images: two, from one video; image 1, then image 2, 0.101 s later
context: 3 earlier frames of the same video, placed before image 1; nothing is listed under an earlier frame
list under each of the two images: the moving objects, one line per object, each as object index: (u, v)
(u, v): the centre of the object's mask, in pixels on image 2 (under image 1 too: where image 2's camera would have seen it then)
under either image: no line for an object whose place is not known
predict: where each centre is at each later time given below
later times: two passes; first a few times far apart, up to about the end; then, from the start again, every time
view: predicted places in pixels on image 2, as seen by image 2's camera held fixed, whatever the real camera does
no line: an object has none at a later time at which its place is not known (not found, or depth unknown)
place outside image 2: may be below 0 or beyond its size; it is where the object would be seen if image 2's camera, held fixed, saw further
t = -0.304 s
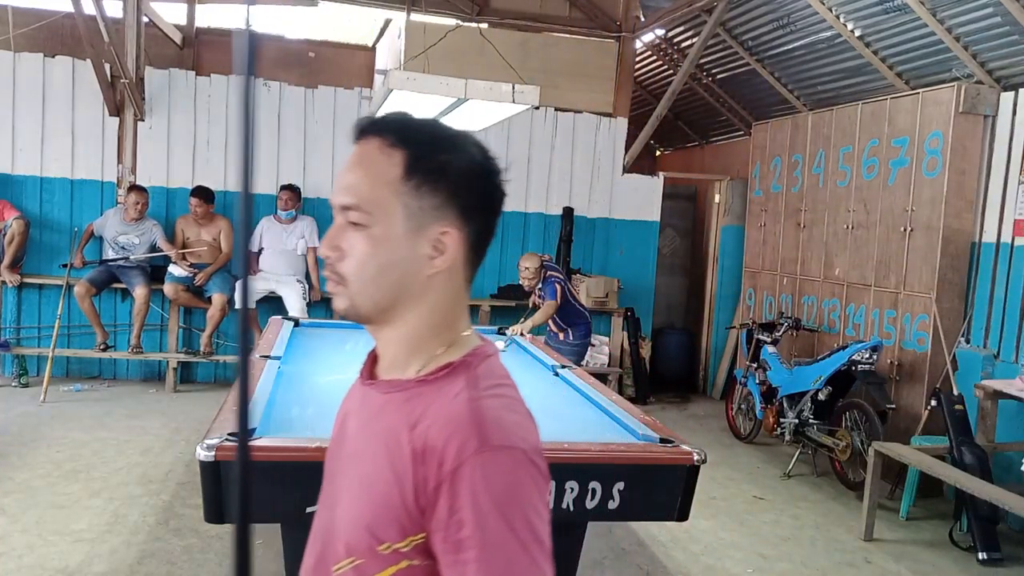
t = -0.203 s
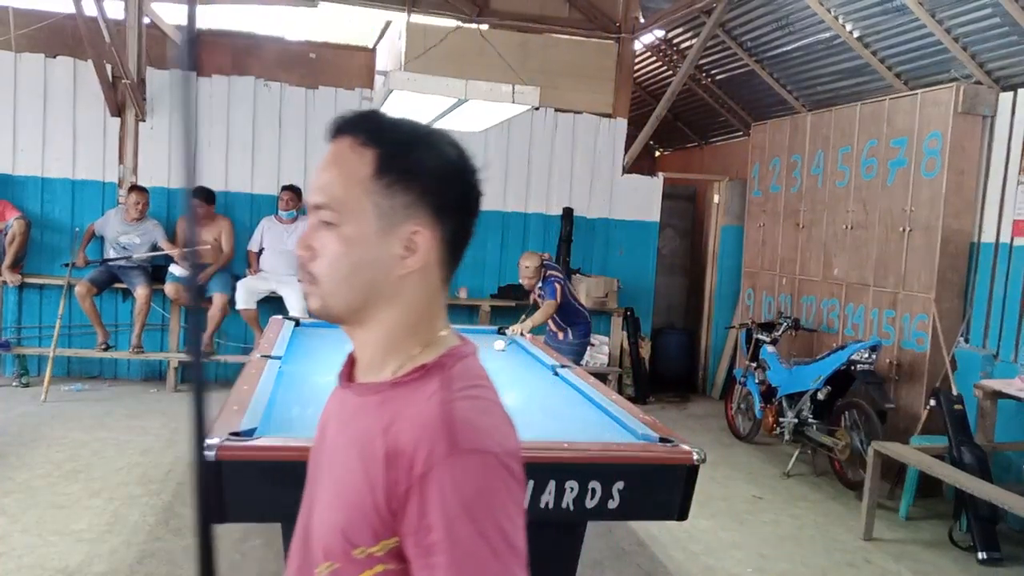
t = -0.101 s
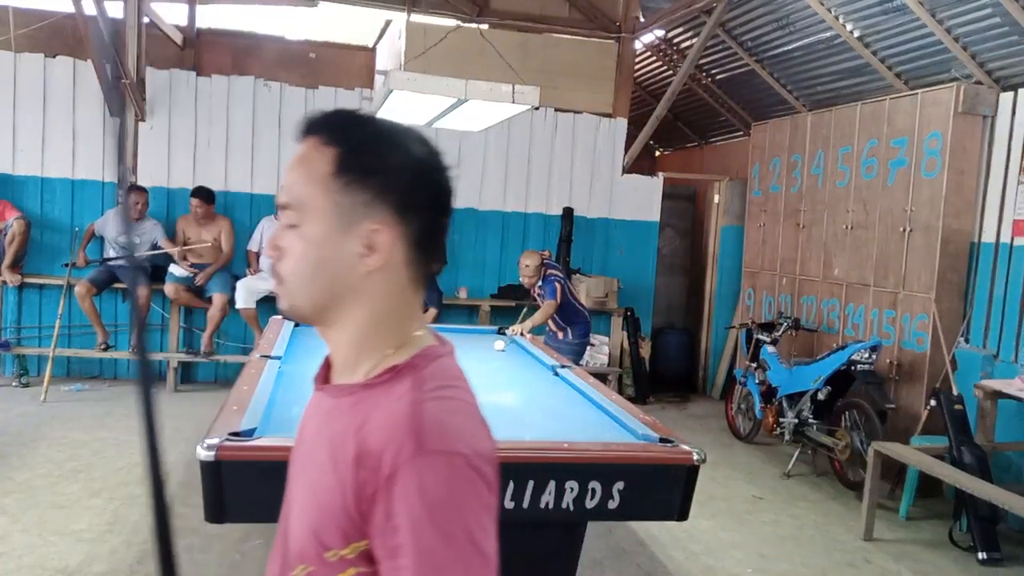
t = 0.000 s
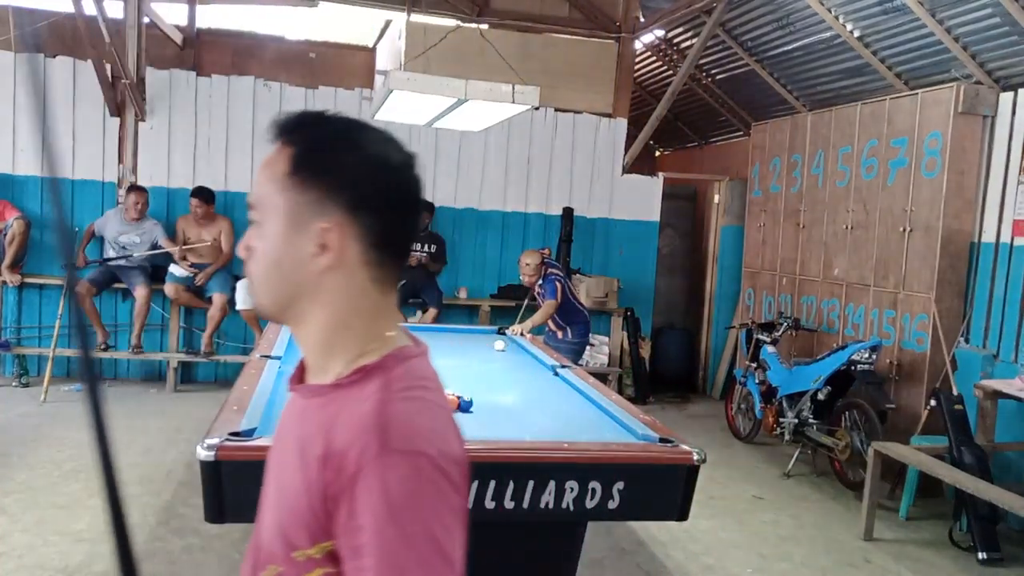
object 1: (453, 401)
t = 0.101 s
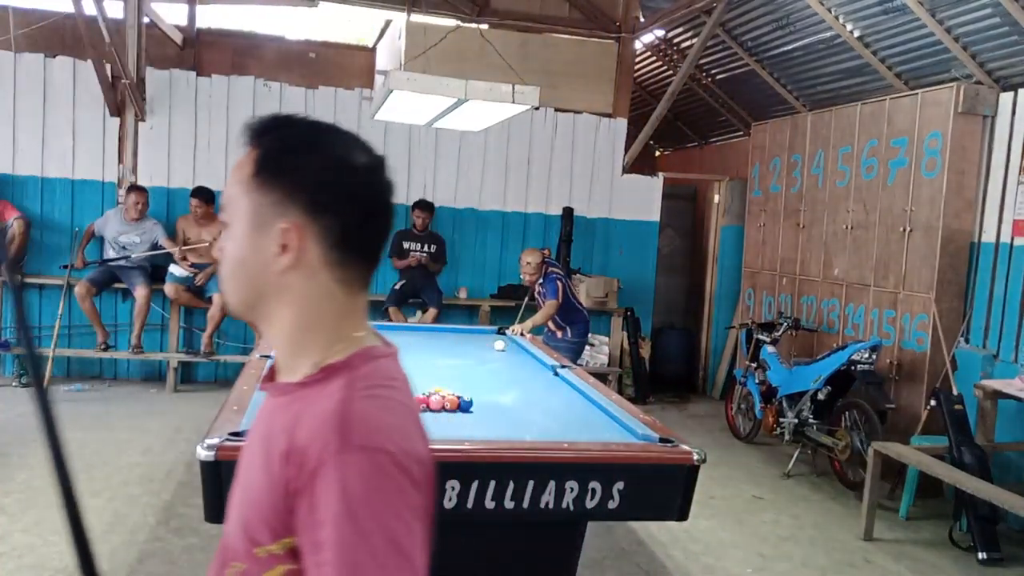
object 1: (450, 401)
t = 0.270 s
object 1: (450, 401)
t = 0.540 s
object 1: (504, 411)
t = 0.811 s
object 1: (580, 423)
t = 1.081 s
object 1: (604, 417)
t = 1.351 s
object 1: (577, 415)
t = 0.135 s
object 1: (450, 401)
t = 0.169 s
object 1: (450, 401)
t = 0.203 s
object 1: (450, 401)
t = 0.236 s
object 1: (450, 401)
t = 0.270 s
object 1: (450, 401)
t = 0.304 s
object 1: (450, 401)
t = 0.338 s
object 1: (450, 401)
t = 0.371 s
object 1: (451, 401)
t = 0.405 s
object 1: (463, 404)
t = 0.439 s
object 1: (475, 406)
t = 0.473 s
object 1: (485, 408)
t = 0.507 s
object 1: (494, 409)
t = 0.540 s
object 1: (504, 411)
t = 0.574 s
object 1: (513, 412)
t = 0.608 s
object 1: (523, 414)
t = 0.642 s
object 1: (532, 415)
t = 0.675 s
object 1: (542, 417)
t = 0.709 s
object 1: (552, 418)
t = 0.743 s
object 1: (561, 420)
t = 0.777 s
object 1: (571, 422)
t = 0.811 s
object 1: (580, 423)
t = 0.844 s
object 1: (588, 423)
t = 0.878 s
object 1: (592, 422)
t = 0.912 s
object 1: (596, 421)
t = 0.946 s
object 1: (601, 420)
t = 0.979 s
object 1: (606, 419)
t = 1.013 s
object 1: (610, 419)
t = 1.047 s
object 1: (607, 418)
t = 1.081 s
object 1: (604, 417)
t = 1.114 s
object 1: (600, 417)
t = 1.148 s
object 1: (597, 416)
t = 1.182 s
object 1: (593, 416)
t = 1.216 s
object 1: (590, 416)
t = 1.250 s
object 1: (587, 415)
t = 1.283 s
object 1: (584, 415)
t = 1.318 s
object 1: (580, 415)
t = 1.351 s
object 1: (577, 415)
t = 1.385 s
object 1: (574, 414)
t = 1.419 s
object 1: (571, 414)
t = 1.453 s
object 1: (568, 414)
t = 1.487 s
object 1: (565, 414)
